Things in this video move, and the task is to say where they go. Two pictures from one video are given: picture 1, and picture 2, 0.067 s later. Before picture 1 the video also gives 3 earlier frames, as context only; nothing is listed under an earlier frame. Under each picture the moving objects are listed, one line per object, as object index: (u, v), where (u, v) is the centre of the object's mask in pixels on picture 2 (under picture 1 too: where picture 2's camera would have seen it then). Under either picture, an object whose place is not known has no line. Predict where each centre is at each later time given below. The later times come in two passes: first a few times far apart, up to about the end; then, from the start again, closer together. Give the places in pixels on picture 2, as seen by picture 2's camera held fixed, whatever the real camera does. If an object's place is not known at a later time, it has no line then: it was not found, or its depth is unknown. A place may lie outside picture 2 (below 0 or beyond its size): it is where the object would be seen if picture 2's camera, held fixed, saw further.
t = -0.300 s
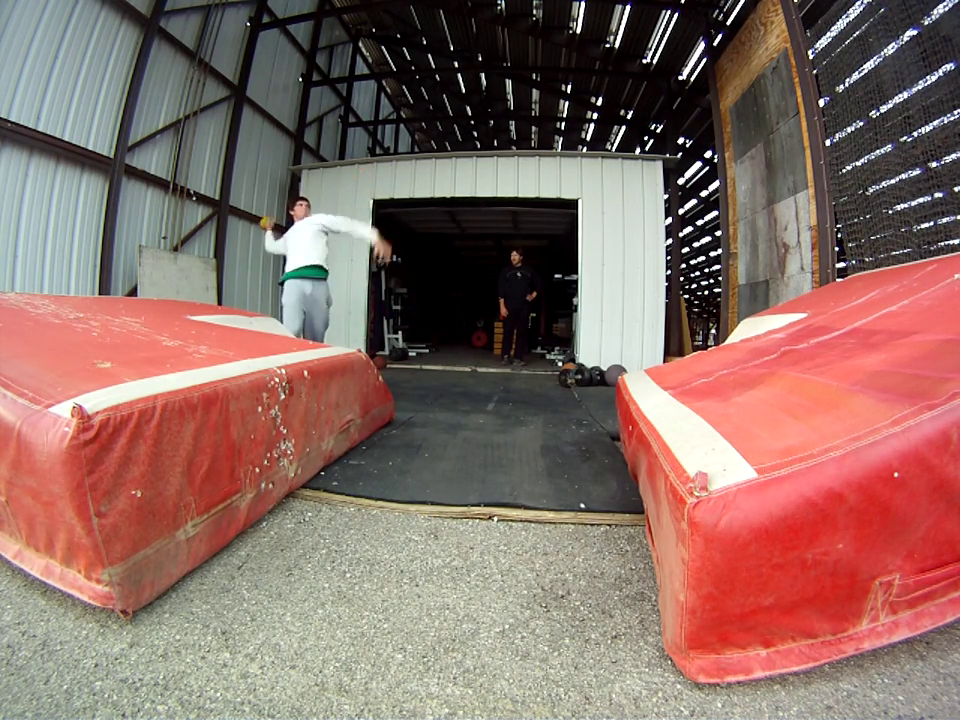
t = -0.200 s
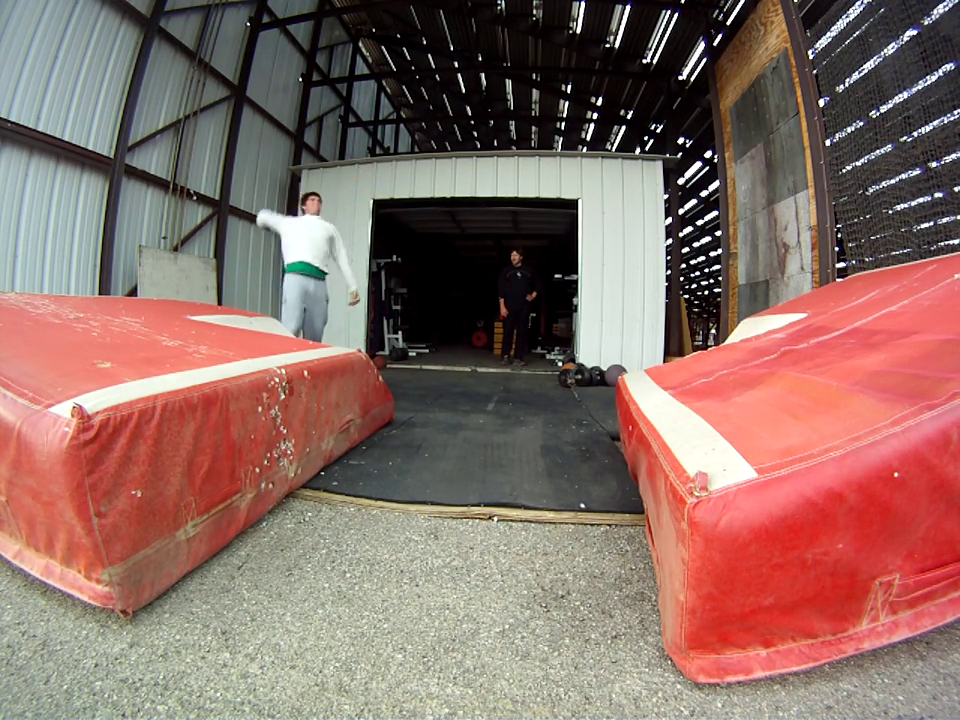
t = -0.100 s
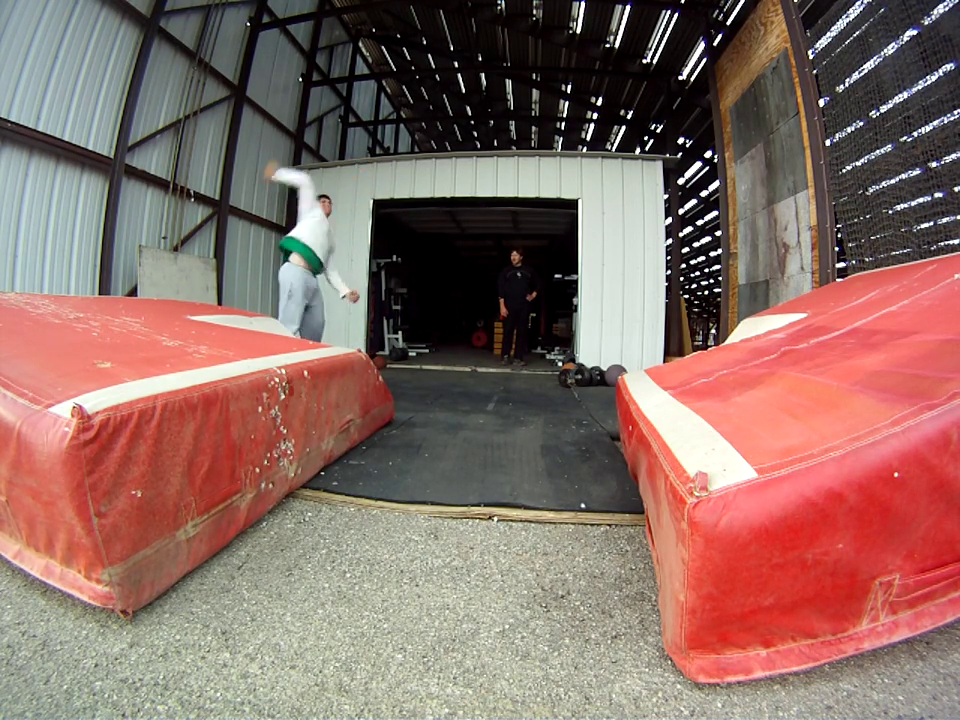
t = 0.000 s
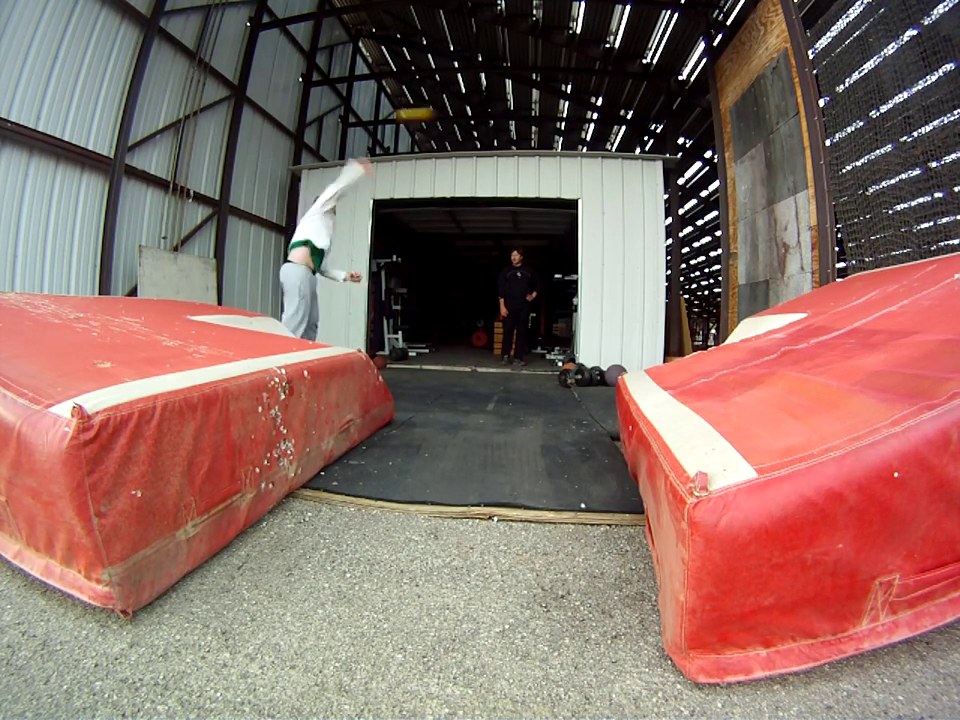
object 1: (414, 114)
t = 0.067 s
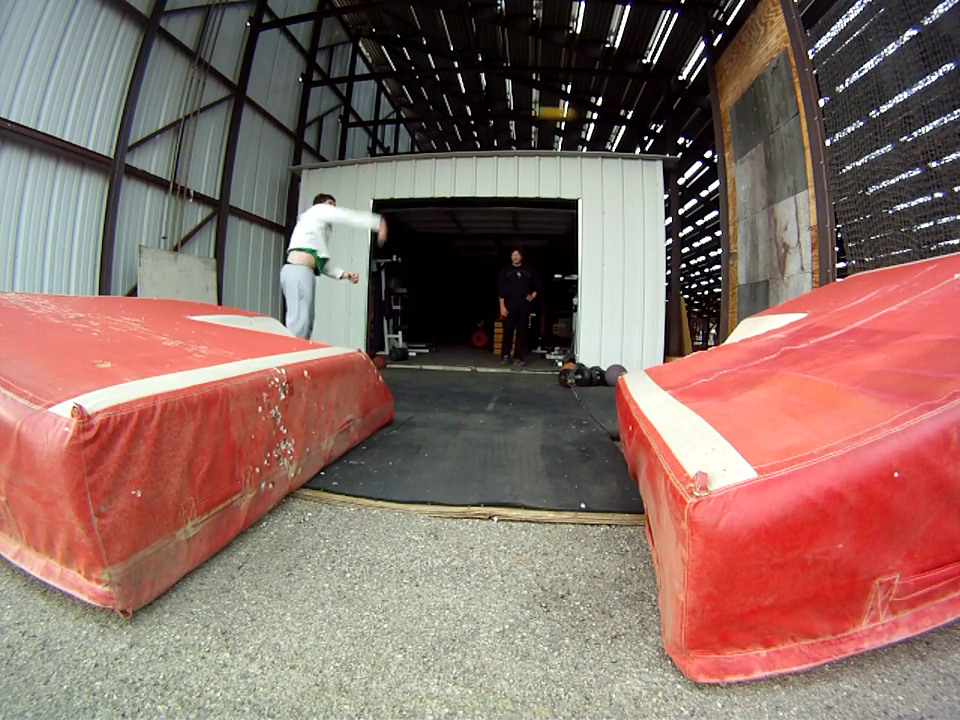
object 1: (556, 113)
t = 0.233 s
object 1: (769, 154)
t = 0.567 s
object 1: (660, 231)
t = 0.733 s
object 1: (595, 328)
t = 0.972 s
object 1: (529, 370)
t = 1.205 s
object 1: (491, 370)
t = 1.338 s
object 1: (468, 390)
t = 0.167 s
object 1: (751, 143)
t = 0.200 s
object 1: (779, 154)
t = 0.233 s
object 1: (769, 154)
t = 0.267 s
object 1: (759, 155)
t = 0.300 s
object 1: (749, 158)
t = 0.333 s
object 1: (738, 162)
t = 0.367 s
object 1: (727, 168)
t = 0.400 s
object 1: (716, 174)
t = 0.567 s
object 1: (660, 231)
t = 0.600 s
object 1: (647, 247)
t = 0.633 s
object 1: (635, 265)
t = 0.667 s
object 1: (622, 284)
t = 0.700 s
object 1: (609, 305)
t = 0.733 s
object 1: (595, 328)
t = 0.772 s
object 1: (579, 353)
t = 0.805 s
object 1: (566, 376)
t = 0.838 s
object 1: (553, 399)
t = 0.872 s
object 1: (547, 392)
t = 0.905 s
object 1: (542, 384)
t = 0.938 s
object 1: (536, 377)
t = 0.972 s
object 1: (529, 370)
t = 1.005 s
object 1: (524, 367)
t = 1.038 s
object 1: (519, 364)
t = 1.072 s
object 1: (513, 363)
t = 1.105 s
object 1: (507, 363)
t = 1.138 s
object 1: (502, 364)
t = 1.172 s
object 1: (496, 366)
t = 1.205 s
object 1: (491, 370)
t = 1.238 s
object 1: (485, 375)
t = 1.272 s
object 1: (479, 380)
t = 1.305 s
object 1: (474, 388)
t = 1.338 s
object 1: (468, 390)
